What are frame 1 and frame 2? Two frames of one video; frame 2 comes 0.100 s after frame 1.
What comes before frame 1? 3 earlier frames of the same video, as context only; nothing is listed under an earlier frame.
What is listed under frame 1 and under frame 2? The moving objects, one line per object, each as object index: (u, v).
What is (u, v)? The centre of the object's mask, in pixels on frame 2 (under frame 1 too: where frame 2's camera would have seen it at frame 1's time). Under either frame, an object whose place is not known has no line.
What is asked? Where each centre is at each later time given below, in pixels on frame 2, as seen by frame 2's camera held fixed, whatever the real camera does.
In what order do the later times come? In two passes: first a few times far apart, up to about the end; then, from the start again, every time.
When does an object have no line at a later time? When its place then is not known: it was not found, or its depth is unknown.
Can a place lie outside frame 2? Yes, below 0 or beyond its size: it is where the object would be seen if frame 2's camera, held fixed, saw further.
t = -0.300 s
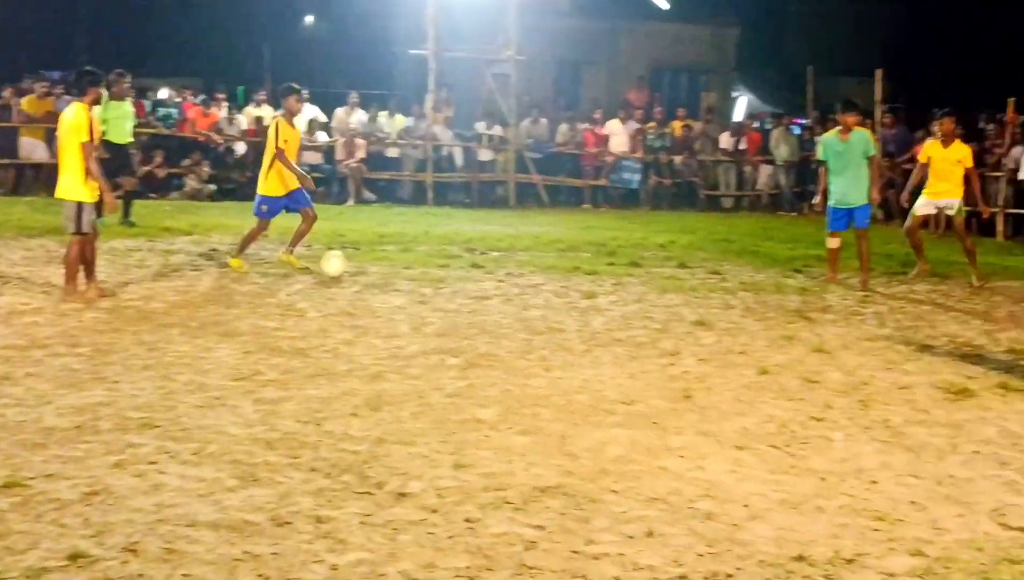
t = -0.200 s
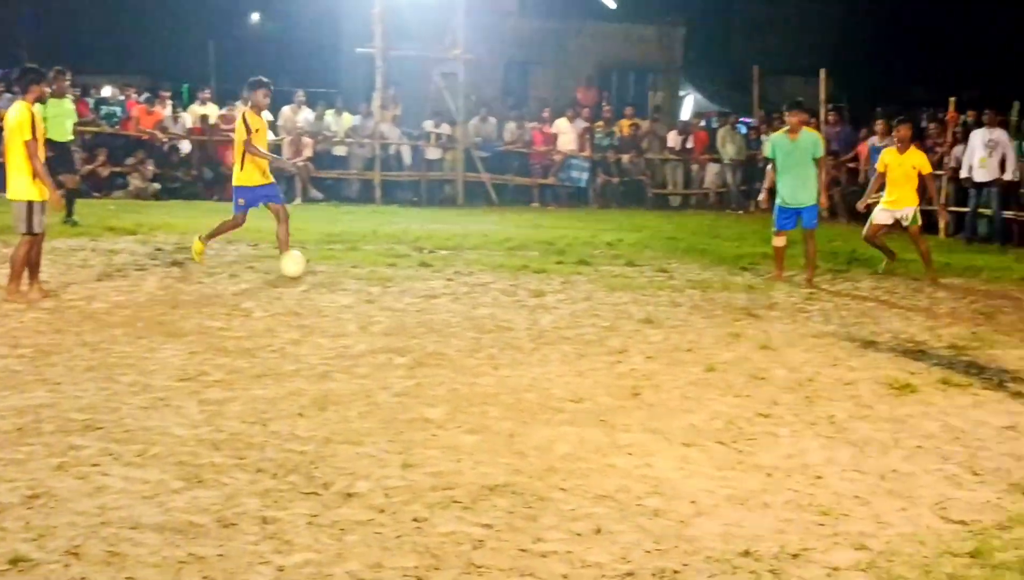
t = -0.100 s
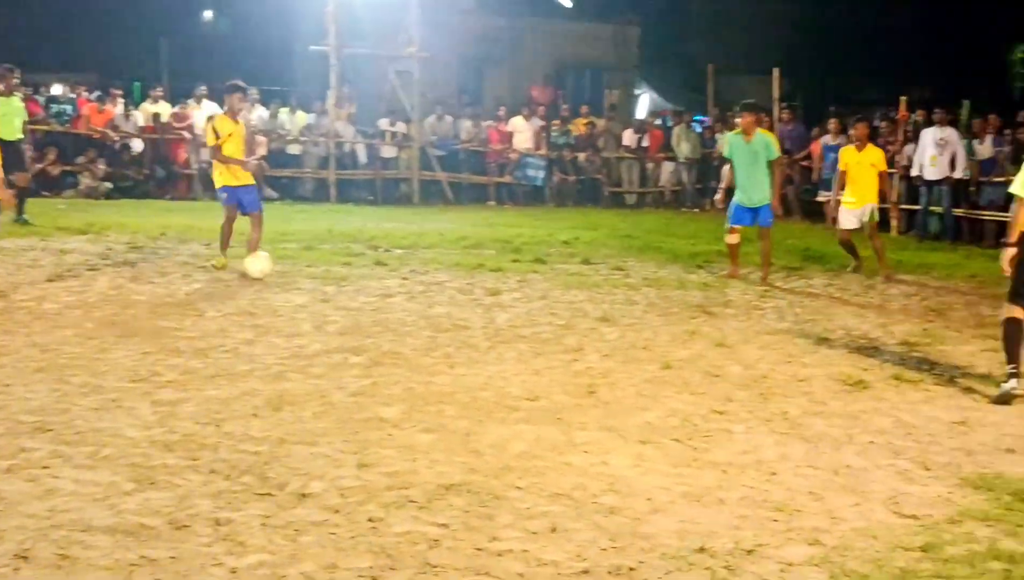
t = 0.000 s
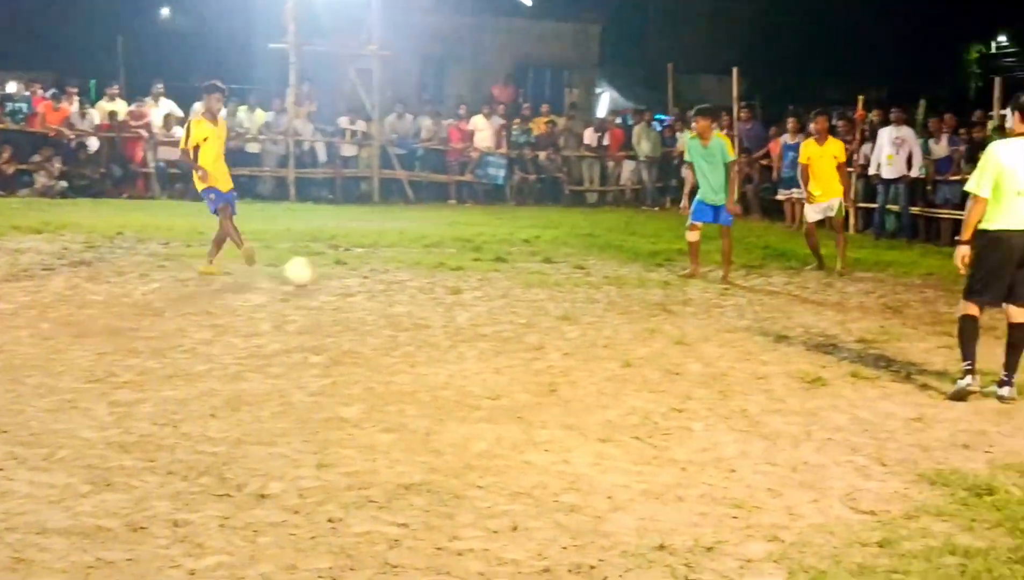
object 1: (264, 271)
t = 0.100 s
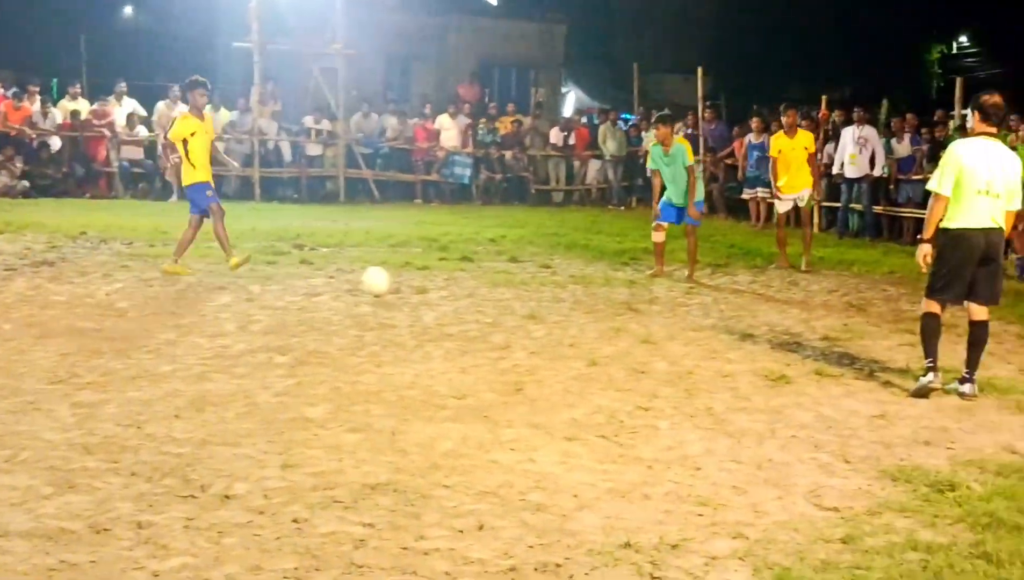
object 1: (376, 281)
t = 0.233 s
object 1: (521, 291)
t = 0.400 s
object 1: (690, 309)
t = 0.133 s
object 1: (413, 285)
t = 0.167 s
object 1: (452, 290)
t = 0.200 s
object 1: (487, 291)
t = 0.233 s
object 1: (521, 291)
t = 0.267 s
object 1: (555, 294)
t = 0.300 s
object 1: (589, 298)
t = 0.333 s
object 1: (624, 303)
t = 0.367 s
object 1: (659, 309)
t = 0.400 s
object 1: (690, 309)
